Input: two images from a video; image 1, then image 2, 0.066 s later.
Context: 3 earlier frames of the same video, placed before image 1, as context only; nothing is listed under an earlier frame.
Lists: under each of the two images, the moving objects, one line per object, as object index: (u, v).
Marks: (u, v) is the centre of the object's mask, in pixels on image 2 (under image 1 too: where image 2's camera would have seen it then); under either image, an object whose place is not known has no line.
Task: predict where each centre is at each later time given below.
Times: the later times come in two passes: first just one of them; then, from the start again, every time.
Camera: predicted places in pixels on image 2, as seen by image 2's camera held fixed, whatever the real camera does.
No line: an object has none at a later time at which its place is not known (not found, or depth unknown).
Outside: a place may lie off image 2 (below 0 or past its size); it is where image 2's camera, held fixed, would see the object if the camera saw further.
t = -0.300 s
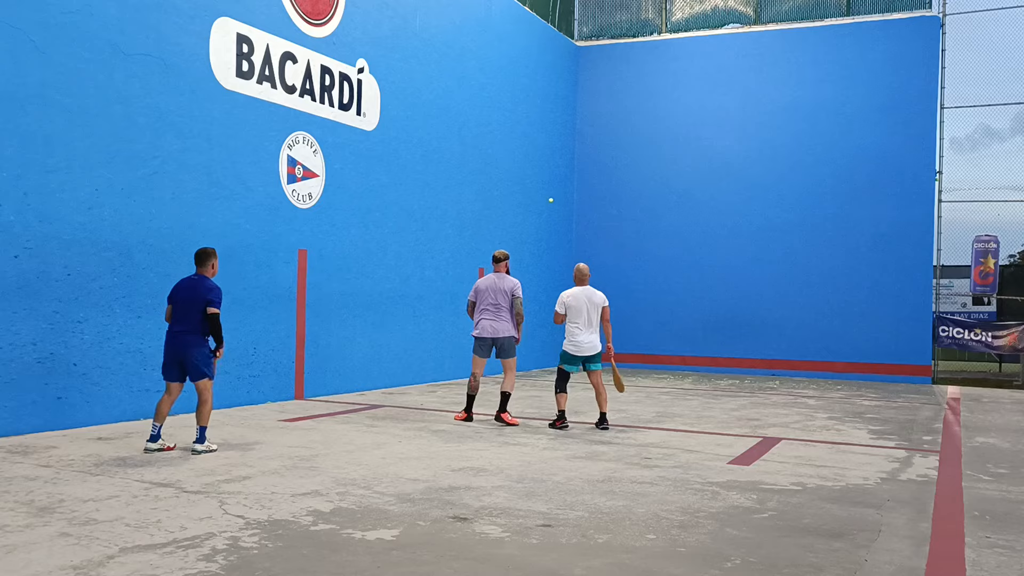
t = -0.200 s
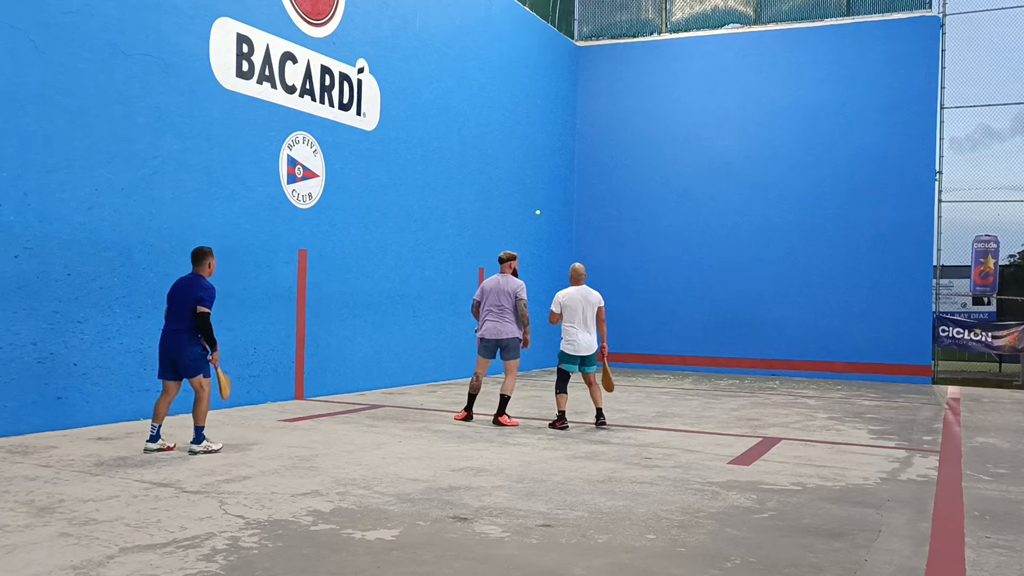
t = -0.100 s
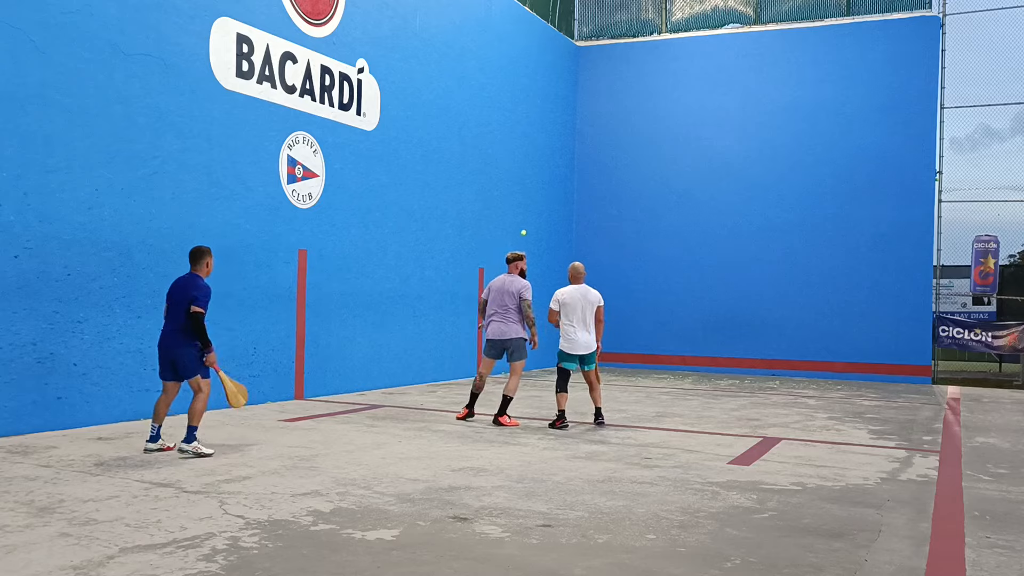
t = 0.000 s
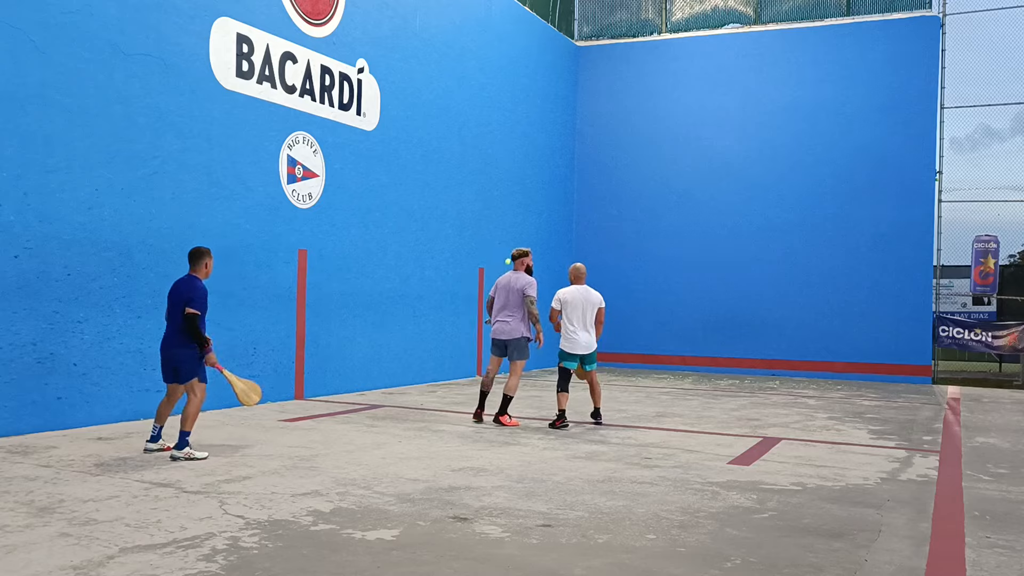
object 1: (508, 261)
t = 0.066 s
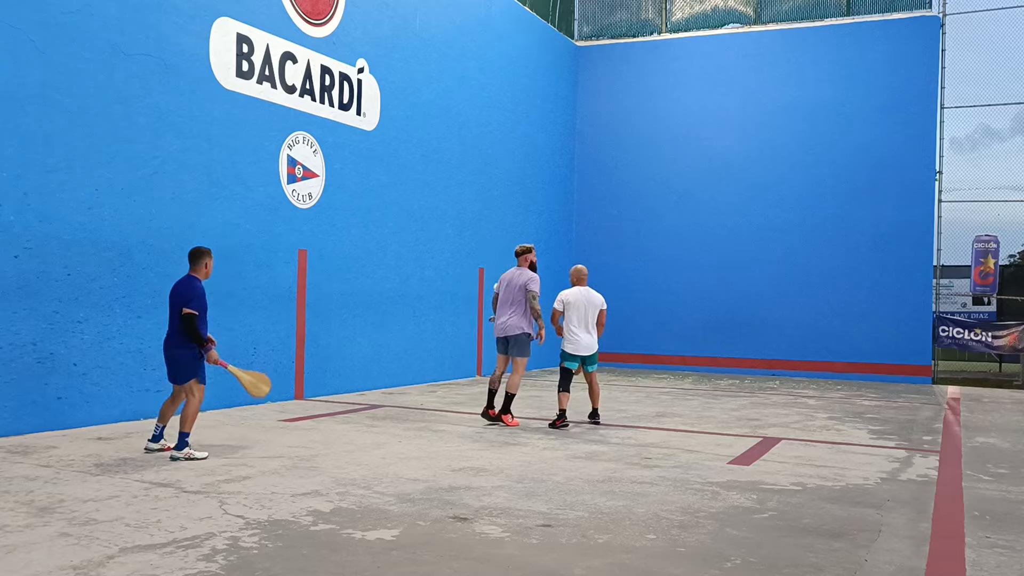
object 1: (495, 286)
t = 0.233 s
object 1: (464, 375)
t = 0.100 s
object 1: (490, 301)
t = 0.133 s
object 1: (484, 317)
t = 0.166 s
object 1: (477, 335)
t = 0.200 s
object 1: (471, 354)
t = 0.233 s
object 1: (464, 375)
